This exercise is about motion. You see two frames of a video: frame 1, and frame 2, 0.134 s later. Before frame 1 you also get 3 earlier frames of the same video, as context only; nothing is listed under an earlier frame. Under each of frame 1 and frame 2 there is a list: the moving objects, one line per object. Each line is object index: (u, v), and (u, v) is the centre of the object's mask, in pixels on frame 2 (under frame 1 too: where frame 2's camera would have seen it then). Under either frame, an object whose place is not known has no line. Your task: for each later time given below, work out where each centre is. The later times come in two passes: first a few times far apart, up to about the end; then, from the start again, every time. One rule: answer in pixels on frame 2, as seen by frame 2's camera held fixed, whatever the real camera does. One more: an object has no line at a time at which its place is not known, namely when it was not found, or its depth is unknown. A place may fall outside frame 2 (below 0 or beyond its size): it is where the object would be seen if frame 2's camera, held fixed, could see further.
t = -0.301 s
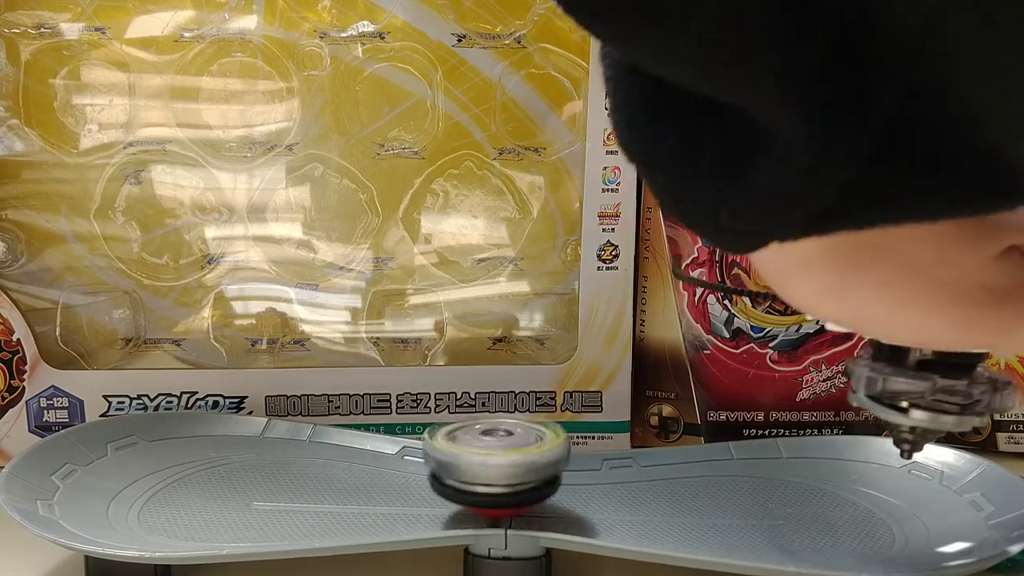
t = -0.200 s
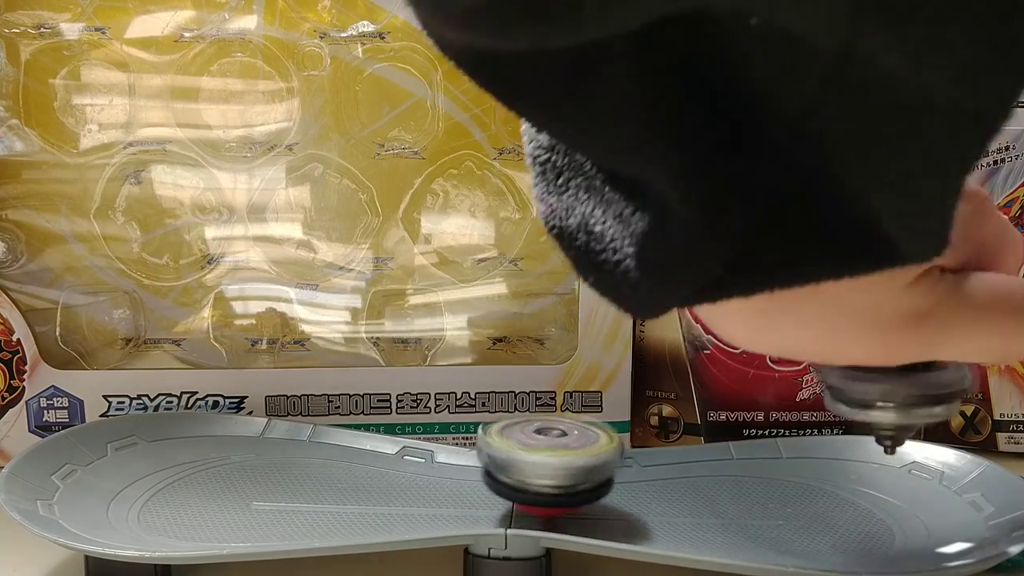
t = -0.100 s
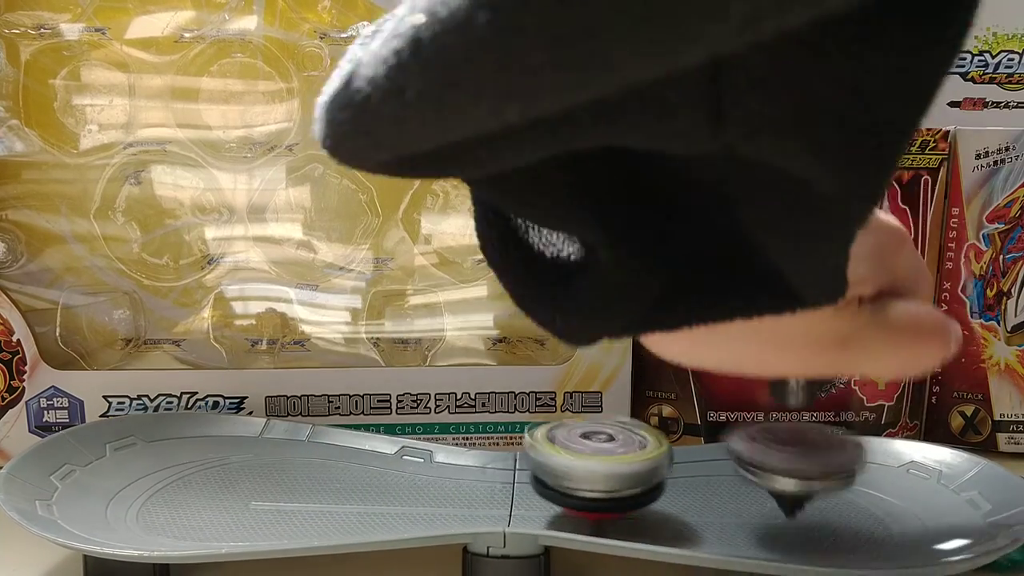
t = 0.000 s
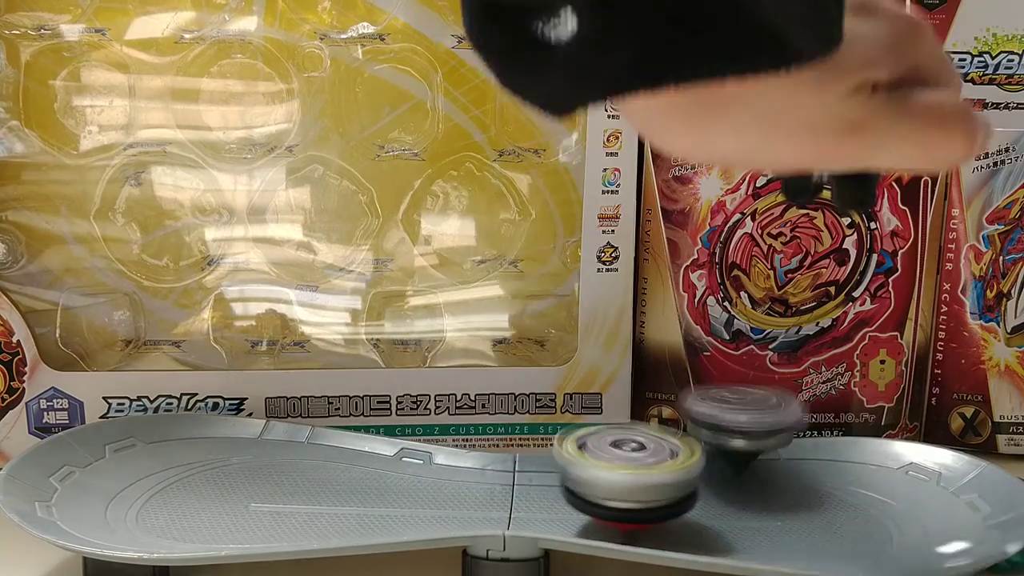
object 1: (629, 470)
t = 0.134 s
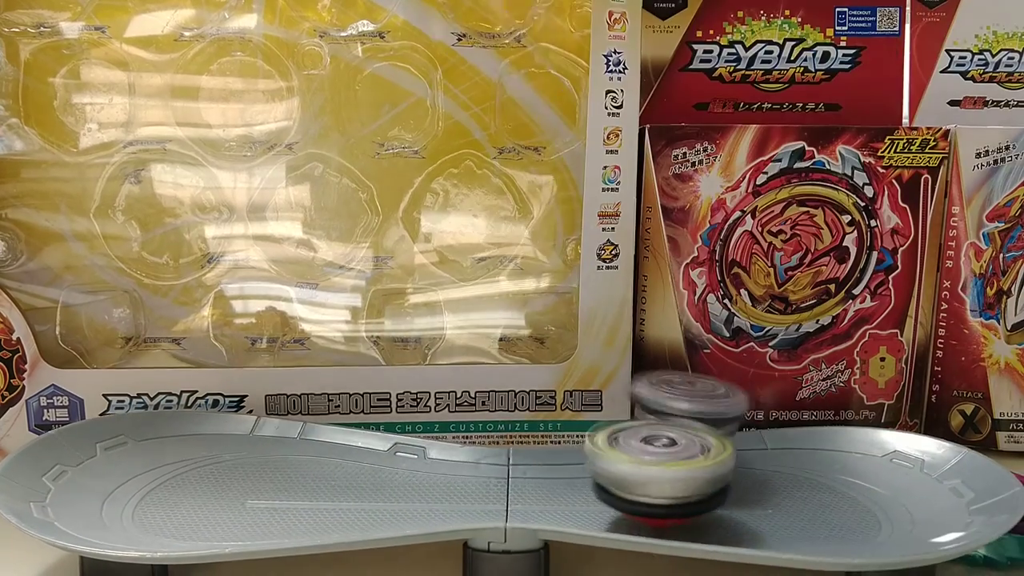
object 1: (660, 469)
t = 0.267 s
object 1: (637, 476)
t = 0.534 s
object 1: (474, 465)
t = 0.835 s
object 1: (170, 468)
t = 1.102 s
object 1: (136, 461)
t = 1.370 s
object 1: (151, 437)
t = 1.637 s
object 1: (179, 427)
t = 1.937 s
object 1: (214, 433)
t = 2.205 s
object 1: (283, 437)
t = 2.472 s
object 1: (368, 449)
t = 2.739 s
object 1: (490, 464)
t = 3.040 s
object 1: (648, 476)
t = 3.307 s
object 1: (750, 482)
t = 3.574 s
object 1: (769, 481)
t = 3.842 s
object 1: (738, 471)
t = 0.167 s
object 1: (655, 470)
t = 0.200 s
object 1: (652, 473)
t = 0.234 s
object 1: (649, 475)
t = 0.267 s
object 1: (637, 476)
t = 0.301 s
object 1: (627, 472)
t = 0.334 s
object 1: (623, 473)
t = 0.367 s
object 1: (625, 471)
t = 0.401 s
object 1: (631, 474)
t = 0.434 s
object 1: (631, 468)
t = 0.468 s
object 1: (573, 468)
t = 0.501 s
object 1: (521, 465)
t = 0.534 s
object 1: (474, 465)
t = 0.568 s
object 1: (434, 463)
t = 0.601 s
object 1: (398, 461)
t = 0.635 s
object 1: (363, 459)
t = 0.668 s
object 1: (326, 458)
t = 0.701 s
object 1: (294, 462)
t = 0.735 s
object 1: (264, 464)
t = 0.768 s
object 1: (234, 466)
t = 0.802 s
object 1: (201, 467)
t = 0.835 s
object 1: (170, 468)
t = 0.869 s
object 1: (145, 468)
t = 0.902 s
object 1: (128, 466)
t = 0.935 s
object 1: (116, 464)
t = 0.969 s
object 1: (113, 464)
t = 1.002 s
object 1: (117, 464)
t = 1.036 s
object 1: (123, 463)
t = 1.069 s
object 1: (128, 461)
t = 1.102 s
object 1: (136, 461)
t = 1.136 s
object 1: (140, 457)
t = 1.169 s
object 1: (142, 454)
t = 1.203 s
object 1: (143, 453)
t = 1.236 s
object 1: (147, 450)
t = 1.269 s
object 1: (148, 446)
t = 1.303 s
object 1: (148, 445)
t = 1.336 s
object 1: (150, 441)
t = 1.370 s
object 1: (151, 437)
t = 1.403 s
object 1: (152, 436)
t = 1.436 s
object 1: (156, 435)
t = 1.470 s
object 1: (160, 433)
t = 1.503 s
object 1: (163, 433)
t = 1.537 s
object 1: (169, 432)
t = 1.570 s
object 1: (171, 429)
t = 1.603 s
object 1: (174, 428)
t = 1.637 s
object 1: (179, 427)
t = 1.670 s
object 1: (180, 425)
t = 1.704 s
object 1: (182, 427)
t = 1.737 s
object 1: (187, 426)
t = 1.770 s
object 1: (190, 426)
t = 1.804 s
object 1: (194, 429)
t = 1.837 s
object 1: (198, 430)
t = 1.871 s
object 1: (202, 431)
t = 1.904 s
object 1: (208, 433)
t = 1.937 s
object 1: (214, 433)
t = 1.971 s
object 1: (221, 433)
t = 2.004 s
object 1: (230, 433)
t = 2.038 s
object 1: (237, 434)
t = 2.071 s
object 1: (246, 435)
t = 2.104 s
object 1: (255, 434)
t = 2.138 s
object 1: (264, 436)
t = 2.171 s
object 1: (275, 435)
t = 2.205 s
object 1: (283, 437)
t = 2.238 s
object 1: (293, 437)
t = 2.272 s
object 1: (301, 439)
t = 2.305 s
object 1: (309, 442)
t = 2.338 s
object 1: (319, 444)
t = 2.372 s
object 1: (328, 445)
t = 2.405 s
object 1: (342, 446)
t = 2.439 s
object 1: (355, 447)
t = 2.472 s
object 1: (368, 449)
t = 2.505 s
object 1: (380, 450)
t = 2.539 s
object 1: (395, 453)
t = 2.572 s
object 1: (411, 453)
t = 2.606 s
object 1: (426, 460)
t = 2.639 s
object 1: (443, 462)
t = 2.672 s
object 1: (457, 465)
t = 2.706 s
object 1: (475, 465)
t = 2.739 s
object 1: (490, 464)
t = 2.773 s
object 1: (511, 466)
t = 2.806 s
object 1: (529, 465)
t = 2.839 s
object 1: (549, 465)
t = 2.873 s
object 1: (564, 466)
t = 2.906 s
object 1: (582, 469)
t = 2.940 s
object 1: (598, 471)
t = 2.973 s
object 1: (615, 473)
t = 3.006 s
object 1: (632, 474)
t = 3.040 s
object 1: (648, 476)
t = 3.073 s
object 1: (663, 475)
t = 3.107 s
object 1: (674, 478)
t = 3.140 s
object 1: (686, 477)
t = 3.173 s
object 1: (696, 478)
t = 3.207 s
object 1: (710, 478)
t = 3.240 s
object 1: (723, 480)
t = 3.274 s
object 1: (735, 478)
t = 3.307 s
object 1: (750, 482)
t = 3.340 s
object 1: (760, 480)
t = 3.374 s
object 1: (773, 483)
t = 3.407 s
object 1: (779, 482)
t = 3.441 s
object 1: (780, 482)
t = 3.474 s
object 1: (775, 481)
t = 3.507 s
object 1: (774, 481)
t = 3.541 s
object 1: (769, 480)
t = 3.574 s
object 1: (769, 481)
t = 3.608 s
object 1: (766, 480)
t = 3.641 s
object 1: (765, 479)
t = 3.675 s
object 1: (761, 478)
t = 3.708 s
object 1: (759, 476)
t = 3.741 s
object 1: (756, 477)
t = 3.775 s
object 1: (751, 473)
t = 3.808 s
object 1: (746, 475)
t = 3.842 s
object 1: (738, 471)
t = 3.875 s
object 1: (731, 471)
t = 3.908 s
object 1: (724, 470)
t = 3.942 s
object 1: (718, 469)
